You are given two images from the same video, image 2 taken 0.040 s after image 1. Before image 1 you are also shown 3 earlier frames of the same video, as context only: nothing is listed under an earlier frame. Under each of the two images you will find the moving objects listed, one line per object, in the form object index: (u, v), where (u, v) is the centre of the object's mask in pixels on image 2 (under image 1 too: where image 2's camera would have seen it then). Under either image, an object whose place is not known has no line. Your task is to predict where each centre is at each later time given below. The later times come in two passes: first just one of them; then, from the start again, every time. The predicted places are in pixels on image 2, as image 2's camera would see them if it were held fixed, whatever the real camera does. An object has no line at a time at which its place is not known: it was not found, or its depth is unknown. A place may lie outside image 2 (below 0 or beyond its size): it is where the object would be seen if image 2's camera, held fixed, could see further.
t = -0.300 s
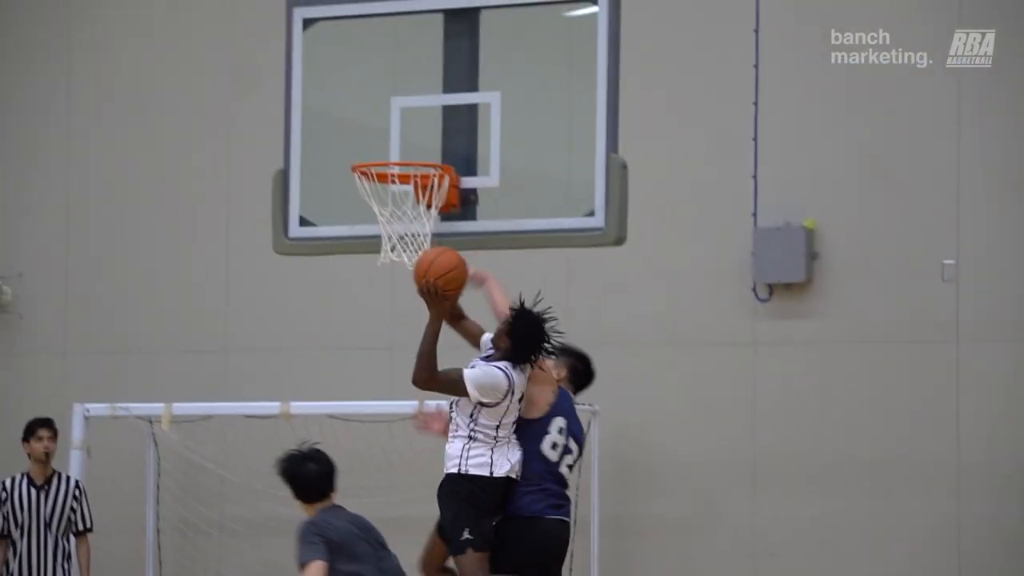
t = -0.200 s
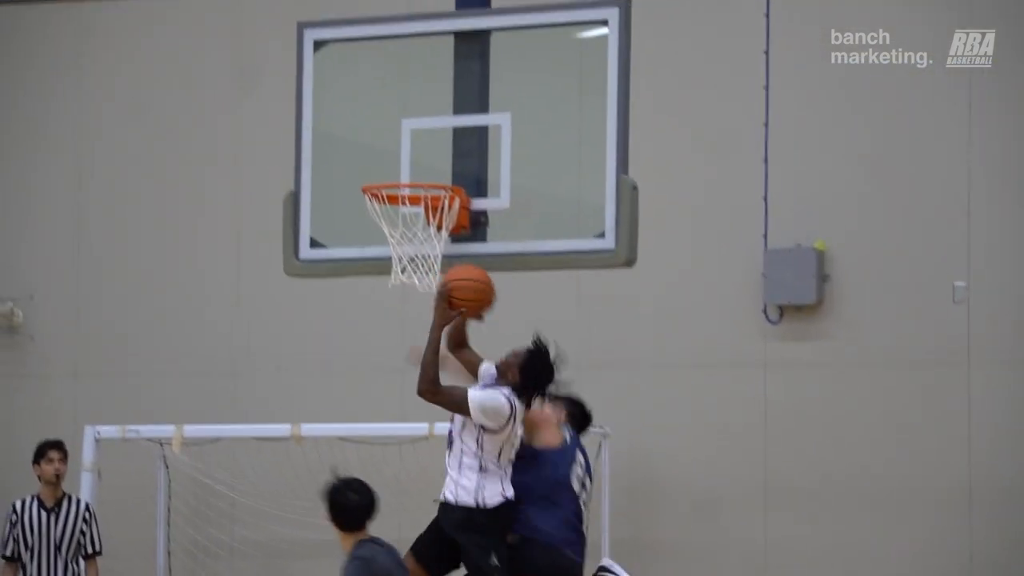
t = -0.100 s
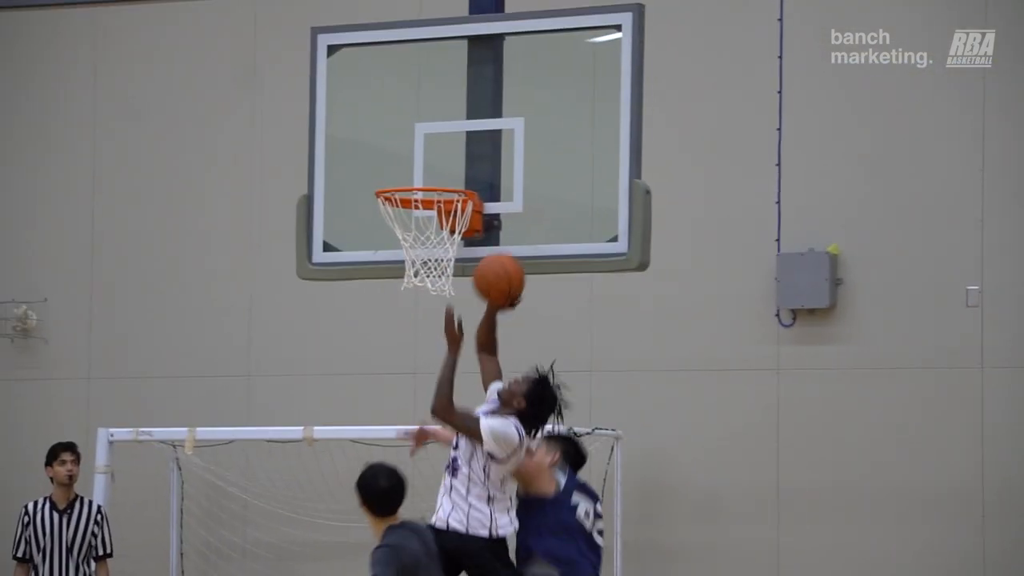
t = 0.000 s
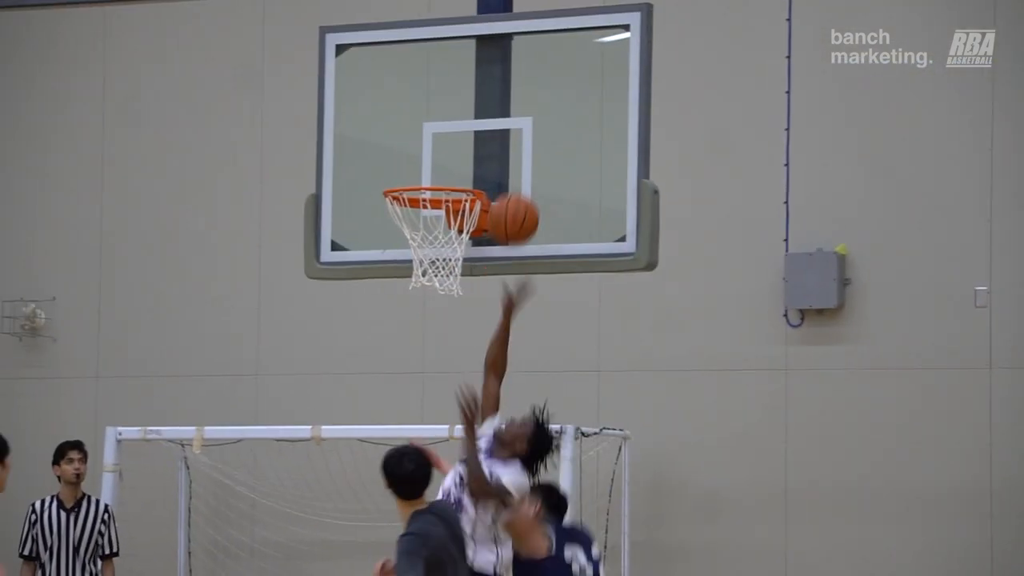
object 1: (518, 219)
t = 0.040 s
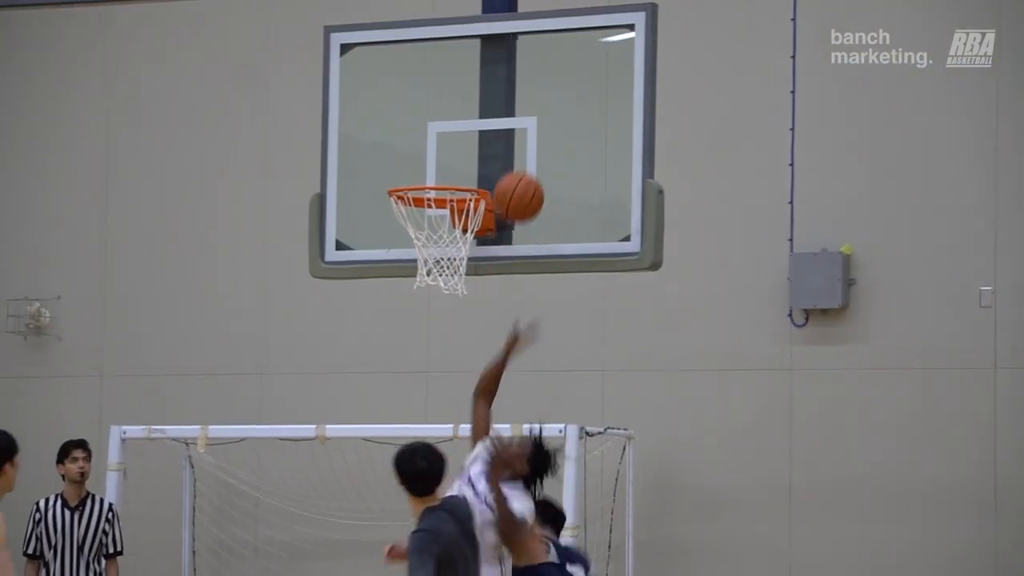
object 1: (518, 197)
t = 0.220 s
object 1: (521, 142)
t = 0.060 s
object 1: (518, 186)
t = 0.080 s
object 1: (518, 178)
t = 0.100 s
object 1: (518, 171)
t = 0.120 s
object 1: (518, 164)
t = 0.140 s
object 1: (519, 158)
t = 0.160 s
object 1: (519, 153)
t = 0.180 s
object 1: (520, 148)
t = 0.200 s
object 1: (521, 145)
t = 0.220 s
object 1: (521, 142)
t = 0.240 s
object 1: (518, 140)
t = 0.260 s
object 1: (513, 137)
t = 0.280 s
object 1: (507, 136)
